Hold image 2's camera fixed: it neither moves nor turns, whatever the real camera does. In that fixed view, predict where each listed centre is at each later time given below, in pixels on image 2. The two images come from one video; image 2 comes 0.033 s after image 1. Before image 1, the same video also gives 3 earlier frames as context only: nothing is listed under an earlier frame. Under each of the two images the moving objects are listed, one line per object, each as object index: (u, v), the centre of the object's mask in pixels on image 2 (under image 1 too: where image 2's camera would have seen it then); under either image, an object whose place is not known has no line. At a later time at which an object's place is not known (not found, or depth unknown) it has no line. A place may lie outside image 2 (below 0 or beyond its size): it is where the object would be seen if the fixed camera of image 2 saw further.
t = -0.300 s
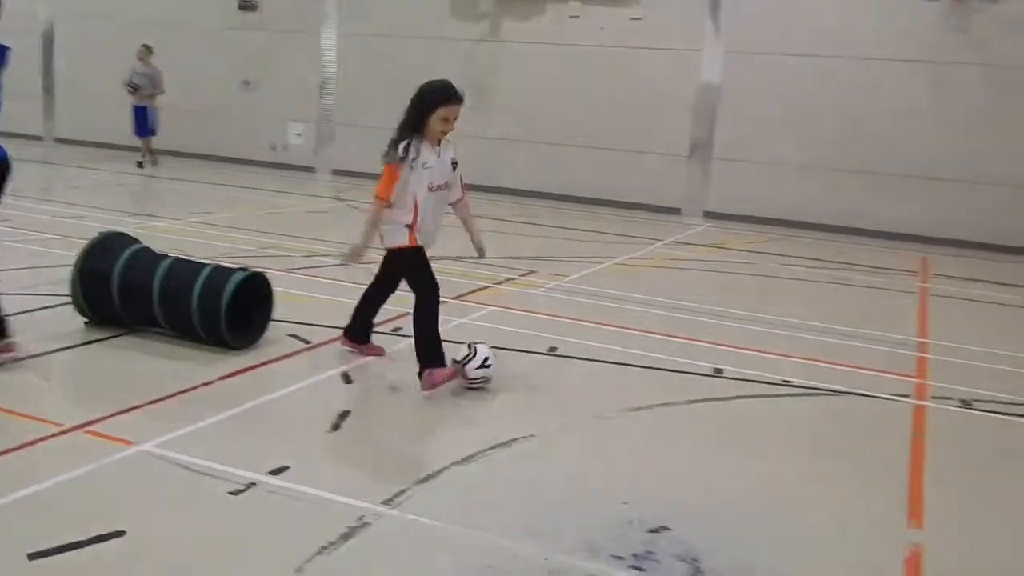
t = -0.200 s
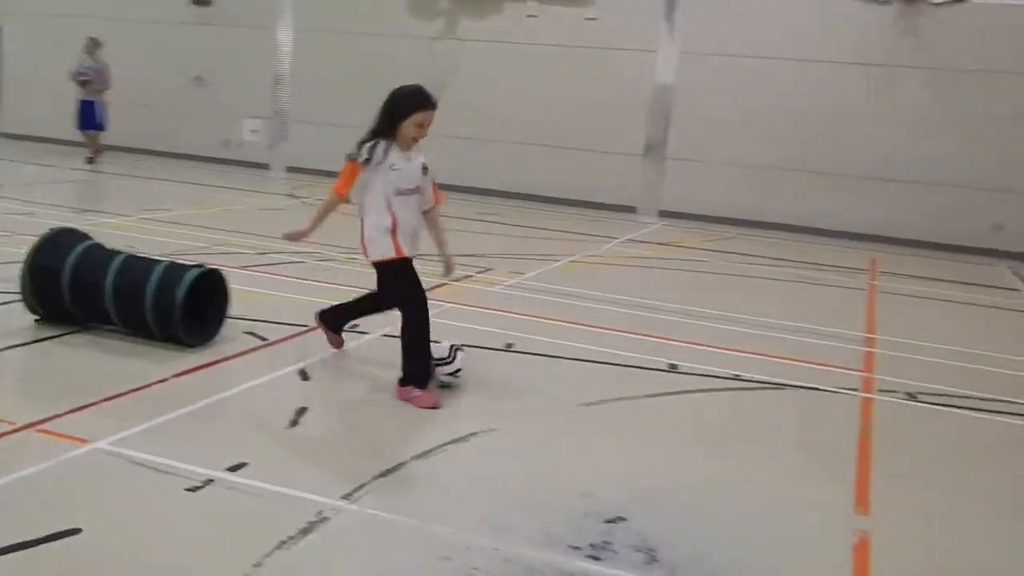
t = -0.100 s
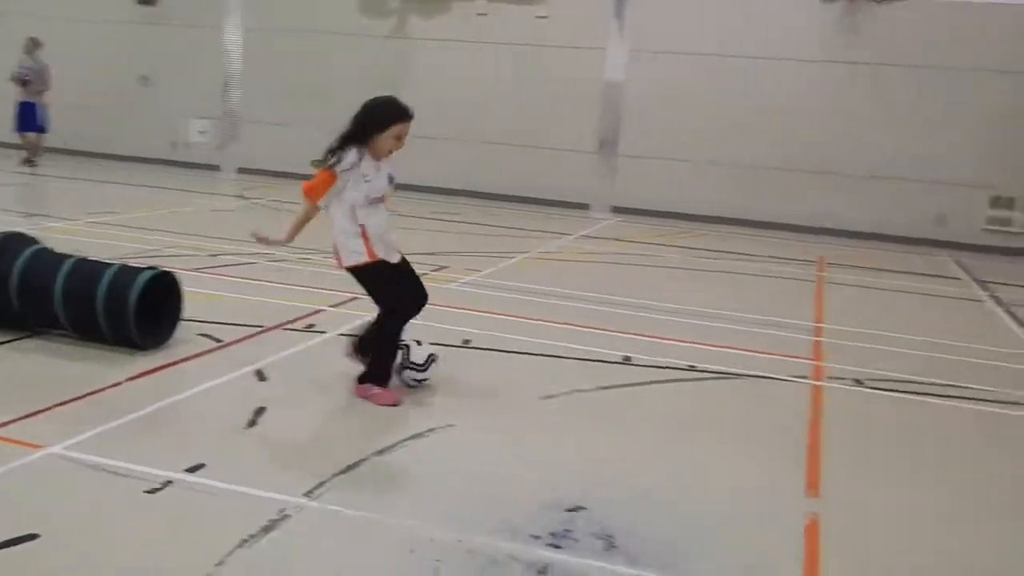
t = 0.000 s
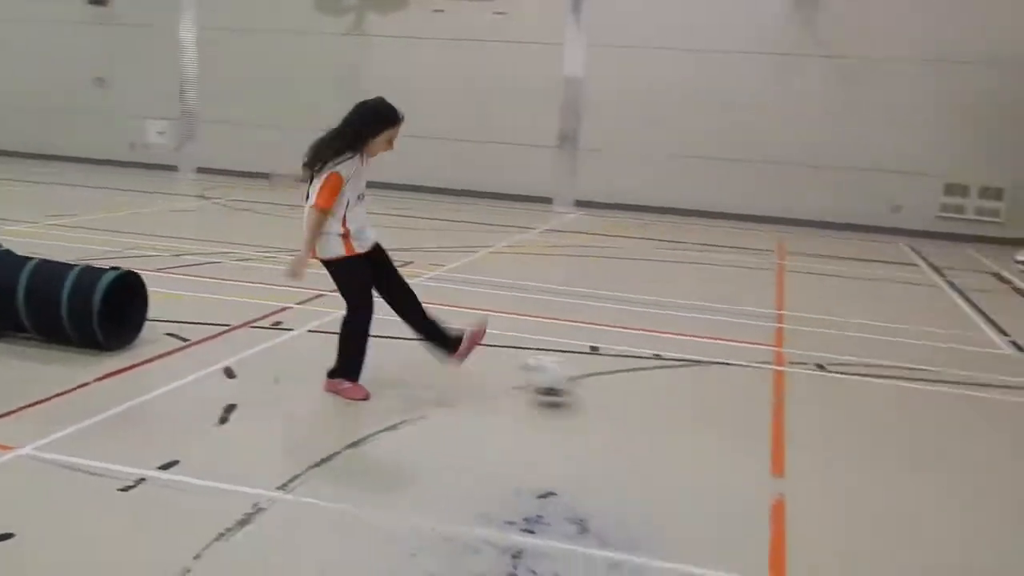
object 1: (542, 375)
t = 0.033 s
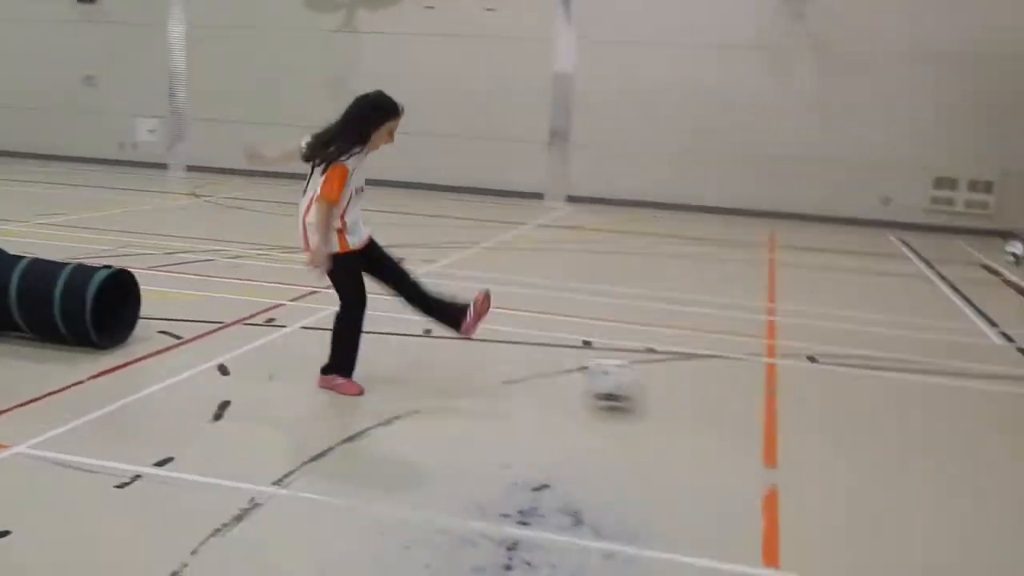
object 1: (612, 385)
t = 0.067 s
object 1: (679, 394)
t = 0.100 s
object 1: (755, 405)
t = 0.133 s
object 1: (827, 417)
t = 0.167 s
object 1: (905, 429)
